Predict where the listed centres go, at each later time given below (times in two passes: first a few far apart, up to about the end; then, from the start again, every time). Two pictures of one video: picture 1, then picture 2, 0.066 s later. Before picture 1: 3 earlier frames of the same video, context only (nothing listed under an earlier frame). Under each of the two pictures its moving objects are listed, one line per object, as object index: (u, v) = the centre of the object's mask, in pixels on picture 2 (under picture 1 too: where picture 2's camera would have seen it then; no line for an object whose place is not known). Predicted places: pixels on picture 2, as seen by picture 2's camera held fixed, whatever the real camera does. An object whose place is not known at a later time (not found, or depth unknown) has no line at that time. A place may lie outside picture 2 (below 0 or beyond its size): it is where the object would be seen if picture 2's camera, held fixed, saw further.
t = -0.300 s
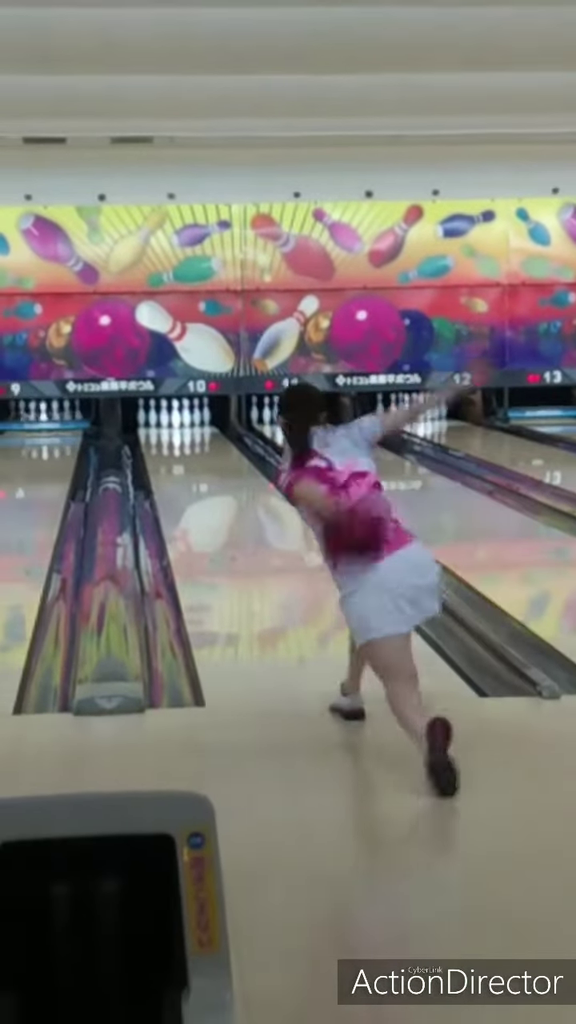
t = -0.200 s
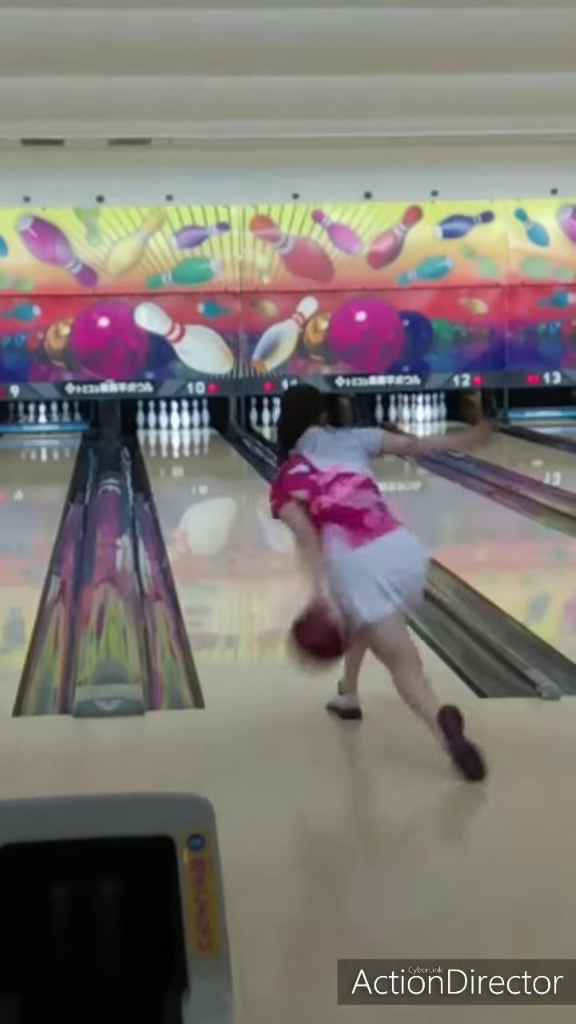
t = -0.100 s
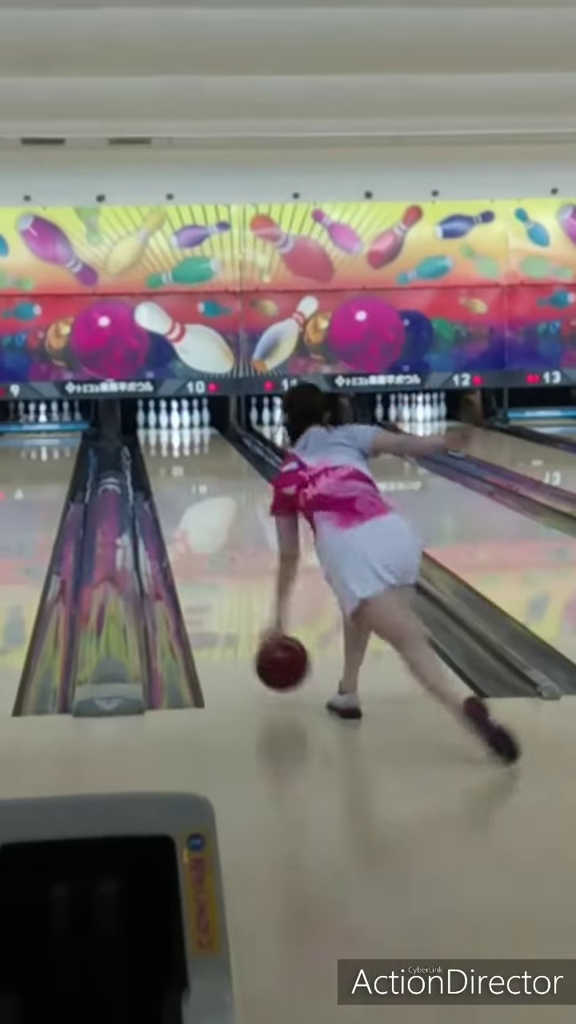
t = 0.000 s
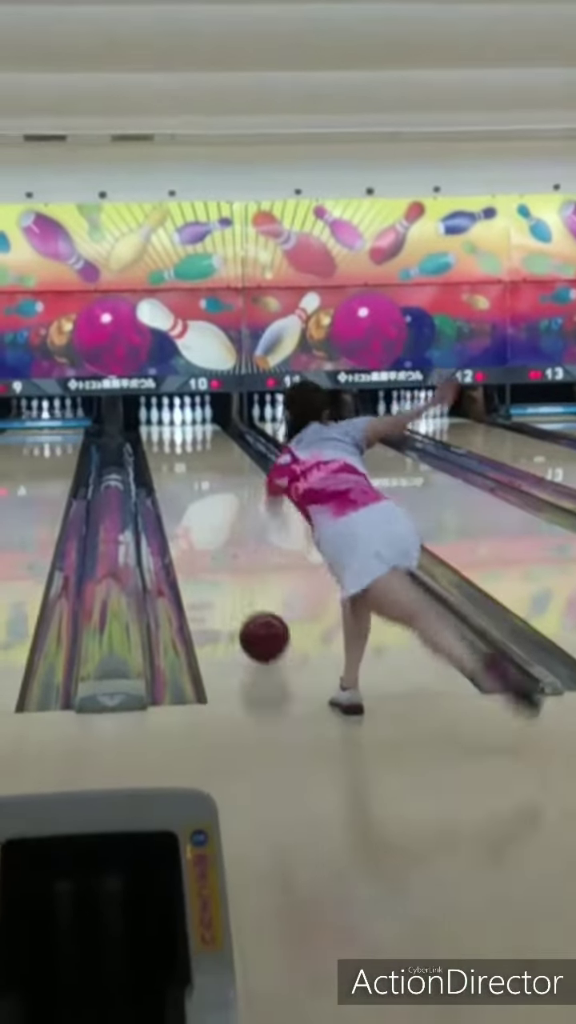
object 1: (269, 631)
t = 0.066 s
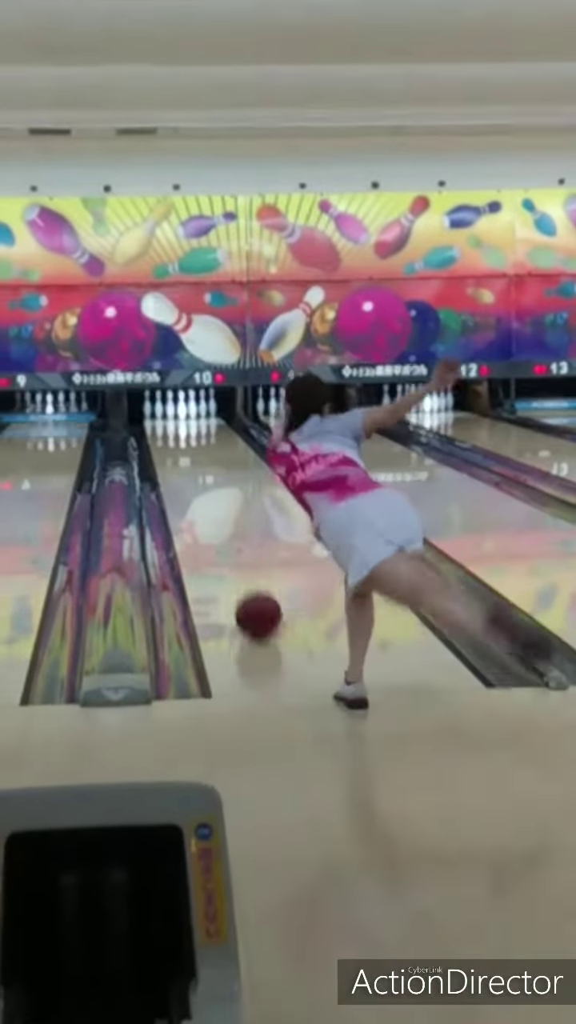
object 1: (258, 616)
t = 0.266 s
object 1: (233, 569)
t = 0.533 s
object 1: (210, 526)
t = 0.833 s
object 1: (193, 493)
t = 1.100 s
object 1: (182, 471)
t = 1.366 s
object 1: (174, 456)
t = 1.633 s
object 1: (169, 443)
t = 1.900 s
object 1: (166, 432)
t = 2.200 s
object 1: (163, 420)
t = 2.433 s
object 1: (169, 416)
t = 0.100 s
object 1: (253, 607)
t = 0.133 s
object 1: (249, 599)
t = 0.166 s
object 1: (244, 591)
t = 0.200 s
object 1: (240, 583)
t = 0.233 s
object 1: (237, 576)
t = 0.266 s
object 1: (233, 569)
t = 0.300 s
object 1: (230, 563)
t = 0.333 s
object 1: (227, 557)
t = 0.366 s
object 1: (224, 551)
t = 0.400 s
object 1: (221, 545)
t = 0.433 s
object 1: (218, 541)
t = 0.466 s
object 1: (215, 536)
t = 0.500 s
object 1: (212, 531)
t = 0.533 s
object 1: (210, 526)
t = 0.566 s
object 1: (208, 523)
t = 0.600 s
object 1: (205, 519)
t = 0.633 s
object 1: (204, 515)
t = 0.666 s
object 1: (202, 511)
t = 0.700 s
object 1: (200, 507)
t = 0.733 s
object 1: (198, 503)
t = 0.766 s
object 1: (196, 500)
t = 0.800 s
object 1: (195, 497)
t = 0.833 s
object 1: (193, 493)
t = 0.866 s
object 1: (192, 491)
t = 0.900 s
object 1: (190, 487)
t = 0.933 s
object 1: (189, 484)
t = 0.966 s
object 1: (188, 482)
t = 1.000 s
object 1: (186, 479)
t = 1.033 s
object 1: (185, 477)
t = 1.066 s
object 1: (183, 474)
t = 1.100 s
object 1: (182, 471)
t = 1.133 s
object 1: (181, 470)
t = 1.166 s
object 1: (180, 467)
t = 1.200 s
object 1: (179, 465)
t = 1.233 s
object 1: (178, 464)
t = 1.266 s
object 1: (177, 461)
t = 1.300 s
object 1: (175, 459)
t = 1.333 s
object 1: (174, 458)
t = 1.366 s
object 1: (174, 456)
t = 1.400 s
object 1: (173, 454)
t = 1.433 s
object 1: (173, 453)
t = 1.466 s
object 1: (172, 450)
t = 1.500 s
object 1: (171, 449)
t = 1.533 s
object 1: (170, 448)
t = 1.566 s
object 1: (169, 446)
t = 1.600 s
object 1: (169, 444)
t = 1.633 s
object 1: (169, 443)
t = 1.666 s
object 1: (169, 441)
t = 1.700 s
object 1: (168, 439)
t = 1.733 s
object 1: (168, 438)
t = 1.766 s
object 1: (168, 437)
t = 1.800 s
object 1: (167, 436)
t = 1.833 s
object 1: (167, 435)
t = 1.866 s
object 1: (167, 434)
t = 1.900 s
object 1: (166, 432)
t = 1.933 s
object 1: (166, 430)
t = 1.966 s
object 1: (166, 429)
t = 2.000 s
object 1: (165, 428)
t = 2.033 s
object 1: (164, 427)
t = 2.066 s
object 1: (164, 425)
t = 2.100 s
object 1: (164, 424)
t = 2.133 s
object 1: (163, 423)
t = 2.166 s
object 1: (163, 422)
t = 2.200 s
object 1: (163, 420)
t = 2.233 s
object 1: (163, 421)
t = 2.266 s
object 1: (164, 419)
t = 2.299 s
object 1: (165, 418)
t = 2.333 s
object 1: (165, 418)
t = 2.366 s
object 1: (166, 417)
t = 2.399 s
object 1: (167, 417)
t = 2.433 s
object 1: (169, 416)
